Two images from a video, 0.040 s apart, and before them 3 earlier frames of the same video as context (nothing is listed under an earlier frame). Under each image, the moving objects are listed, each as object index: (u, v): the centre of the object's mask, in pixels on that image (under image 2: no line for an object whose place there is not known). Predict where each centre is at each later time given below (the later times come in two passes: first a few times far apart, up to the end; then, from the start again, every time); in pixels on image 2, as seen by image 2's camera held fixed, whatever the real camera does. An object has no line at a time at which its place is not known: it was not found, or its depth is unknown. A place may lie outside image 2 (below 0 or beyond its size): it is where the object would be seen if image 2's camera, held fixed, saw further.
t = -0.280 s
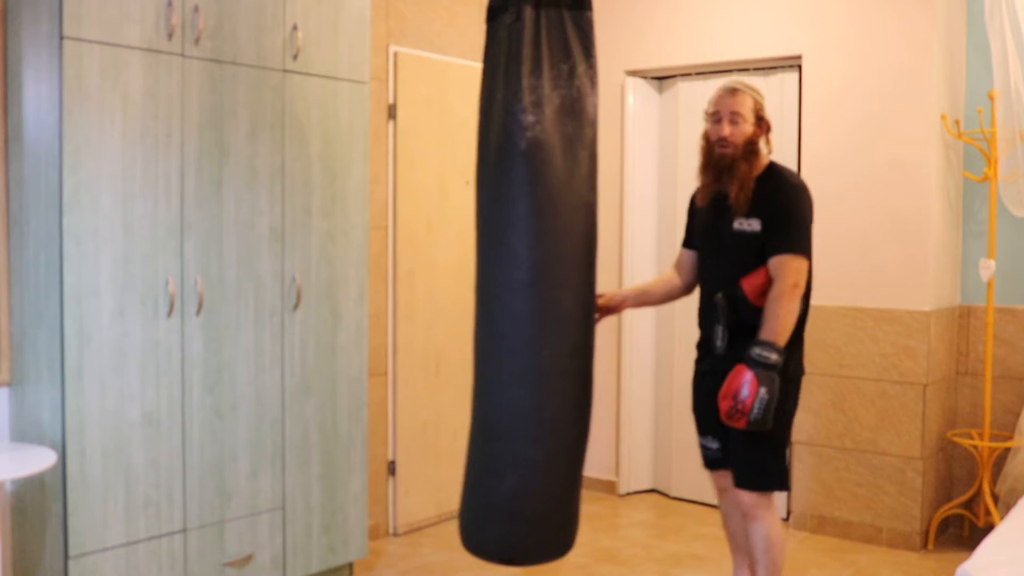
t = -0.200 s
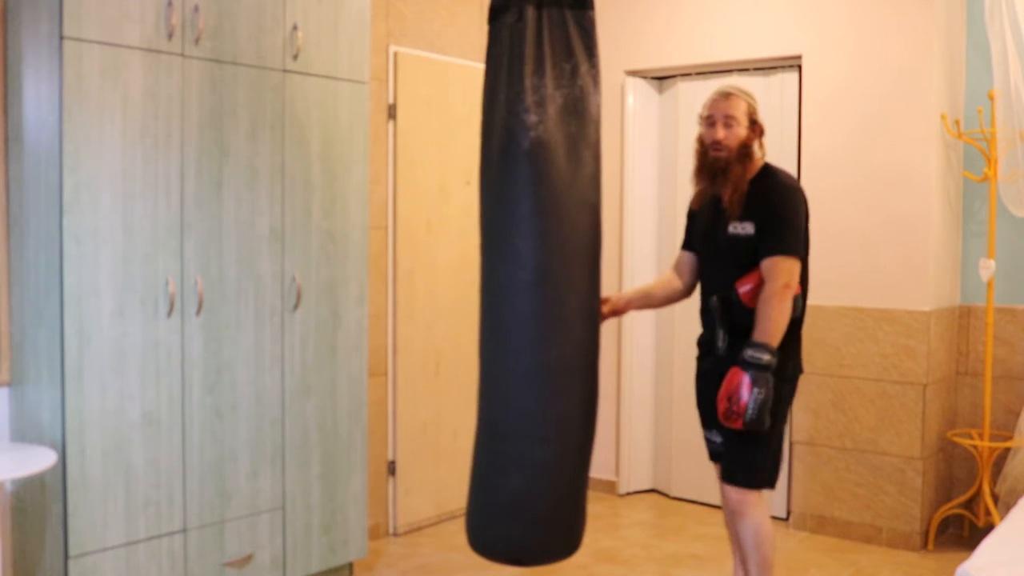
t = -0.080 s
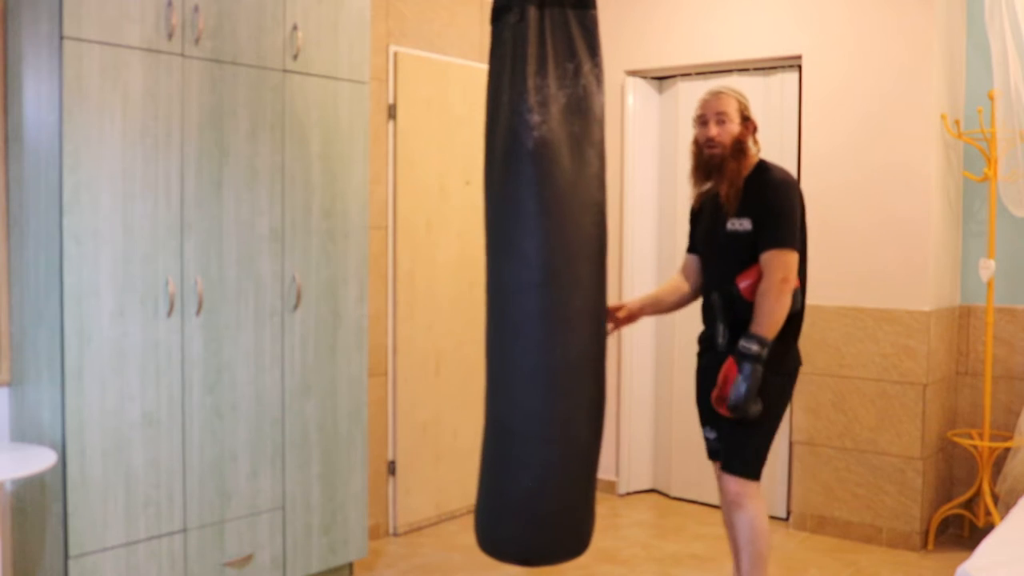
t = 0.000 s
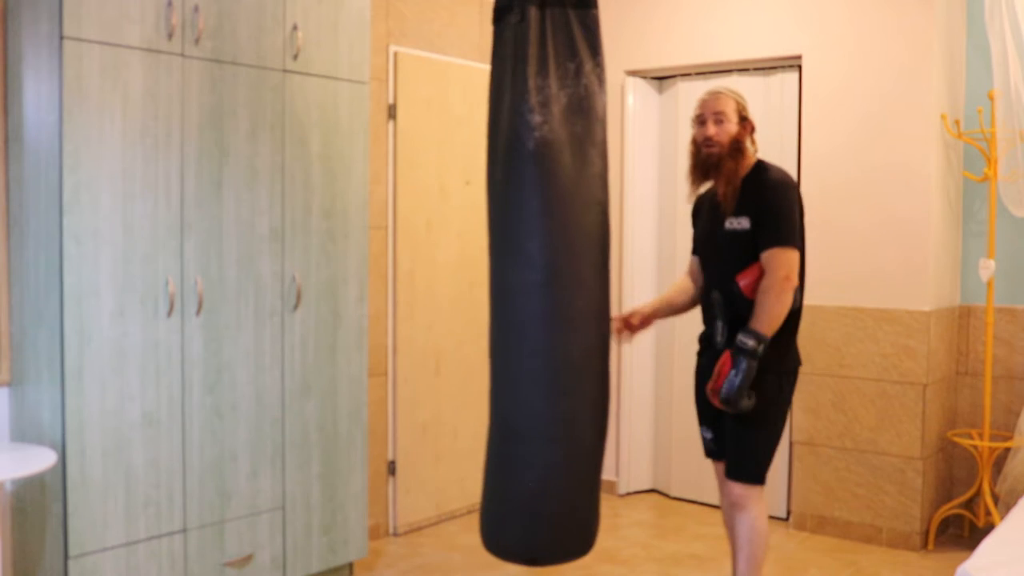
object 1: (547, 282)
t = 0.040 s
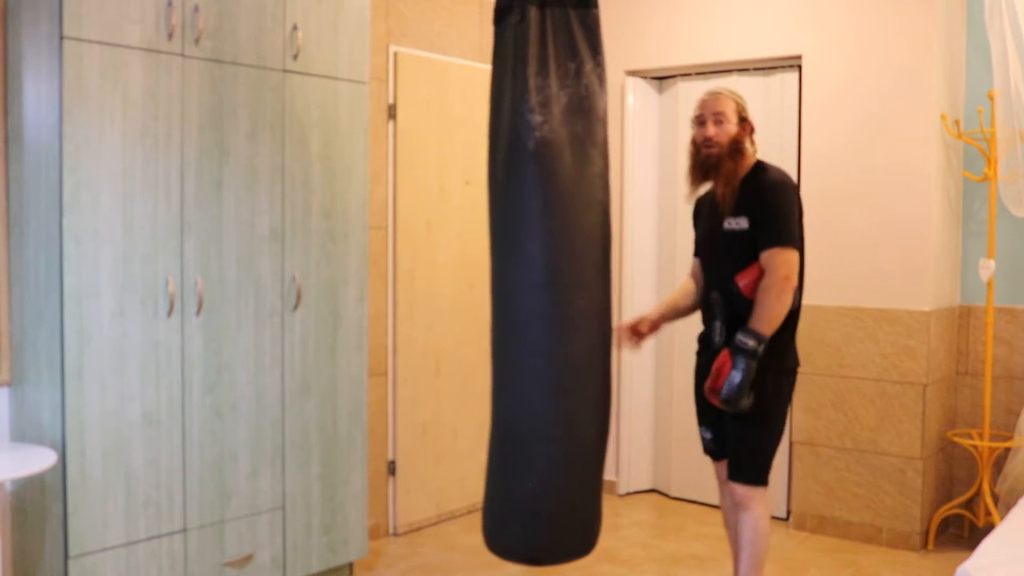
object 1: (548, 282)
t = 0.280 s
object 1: (552, 281)
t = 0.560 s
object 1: (549, 282)
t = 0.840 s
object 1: (537, 281)
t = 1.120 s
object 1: (521, 276)
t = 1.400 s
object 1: (511, 273)
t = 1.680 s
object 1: (507, 275)
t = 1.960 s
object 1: (513, 281)
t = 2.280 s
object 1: (529, 287)
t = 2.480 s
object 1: (540, 290)
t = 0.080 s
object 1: (549, 282)
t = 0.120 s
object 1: (550, 282)
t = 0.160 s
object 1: (550, 281)
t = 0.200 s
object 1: (551, 281)
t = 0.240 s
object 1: (552, 282)
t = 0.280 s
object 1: (552, 281)
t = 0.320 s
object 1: (553, 282)
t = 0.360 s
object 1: (552, 281)
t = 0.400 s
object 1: (552, 281)
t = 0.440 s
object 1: (551, 281)
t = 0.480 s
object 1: (551, 281)
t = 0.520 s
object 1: (551, 282)
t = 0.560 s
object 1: (549, 282)
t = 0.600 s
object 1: (548, 283)
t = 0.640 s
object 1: (546, 282)
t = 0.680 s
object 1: (544, 282)
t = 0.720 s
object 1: (542, 282)
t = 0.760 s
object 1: (540, 282)
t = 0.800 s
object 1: (539, 282)
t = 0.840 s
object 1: (537, 281)
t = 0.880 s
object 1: (534, 281)
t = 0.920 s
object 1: (532, 280)
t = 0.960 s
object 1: (530, 279)
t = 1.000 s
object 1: (528, 279)
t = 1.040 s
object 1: (526, 278)
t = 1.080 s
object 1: (523, 276)
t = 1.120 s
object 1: (521, 276)
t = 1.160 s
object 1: (520, 275)
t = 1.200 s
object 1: (517, 274)
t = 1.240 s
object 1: (517, 274)
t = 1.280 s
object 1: (515, 274)
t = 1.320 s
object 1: (513, 273)
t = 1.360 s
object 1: (511, 273)
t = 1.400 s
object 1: (511, 273)
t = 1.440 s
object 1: (510, 273)
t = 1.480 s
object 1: (509, 273)
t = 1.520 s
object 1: (508, 274)
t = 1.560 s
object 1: (508, 274)
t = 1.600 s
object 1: (508, 274)
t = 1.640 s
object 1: (507, 274)
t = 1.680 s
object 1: (507, 275)
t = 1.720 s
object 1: (508, 276)
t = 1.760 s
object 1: (508, 276)
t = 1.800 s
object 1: (509, 277)
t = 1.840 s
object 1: (510, 278)
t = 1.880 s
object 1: (510, 279)
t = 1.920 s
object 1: (512, 280)
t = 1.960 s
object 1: (513, 281)
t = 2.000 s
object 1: (514, 281)
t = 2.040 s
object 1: (516, 282)
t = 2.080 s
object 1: (518, 283)
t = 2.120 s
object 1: (521, 284)
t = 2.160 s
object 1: (523, 285)
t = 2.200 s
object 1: (524, 286)
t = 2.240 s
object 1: (526, 286)
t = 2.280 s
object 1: (529, 287)
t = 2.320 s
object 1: (532, 288)
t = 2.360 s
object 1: (533, 288)
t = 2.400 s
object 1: (536, 289)
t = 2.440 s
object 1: (538, 290)
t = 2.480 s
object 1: (540, 290)
